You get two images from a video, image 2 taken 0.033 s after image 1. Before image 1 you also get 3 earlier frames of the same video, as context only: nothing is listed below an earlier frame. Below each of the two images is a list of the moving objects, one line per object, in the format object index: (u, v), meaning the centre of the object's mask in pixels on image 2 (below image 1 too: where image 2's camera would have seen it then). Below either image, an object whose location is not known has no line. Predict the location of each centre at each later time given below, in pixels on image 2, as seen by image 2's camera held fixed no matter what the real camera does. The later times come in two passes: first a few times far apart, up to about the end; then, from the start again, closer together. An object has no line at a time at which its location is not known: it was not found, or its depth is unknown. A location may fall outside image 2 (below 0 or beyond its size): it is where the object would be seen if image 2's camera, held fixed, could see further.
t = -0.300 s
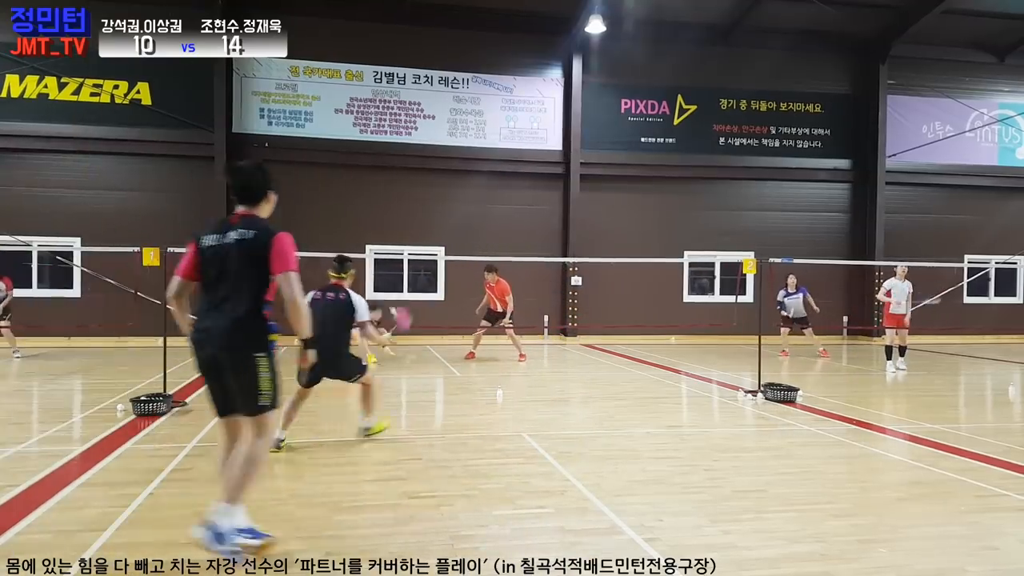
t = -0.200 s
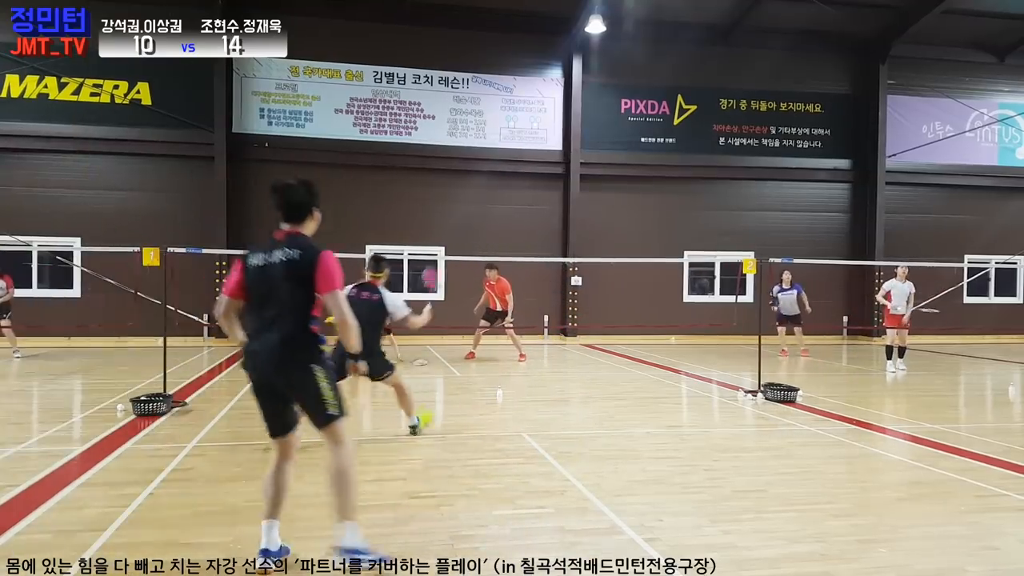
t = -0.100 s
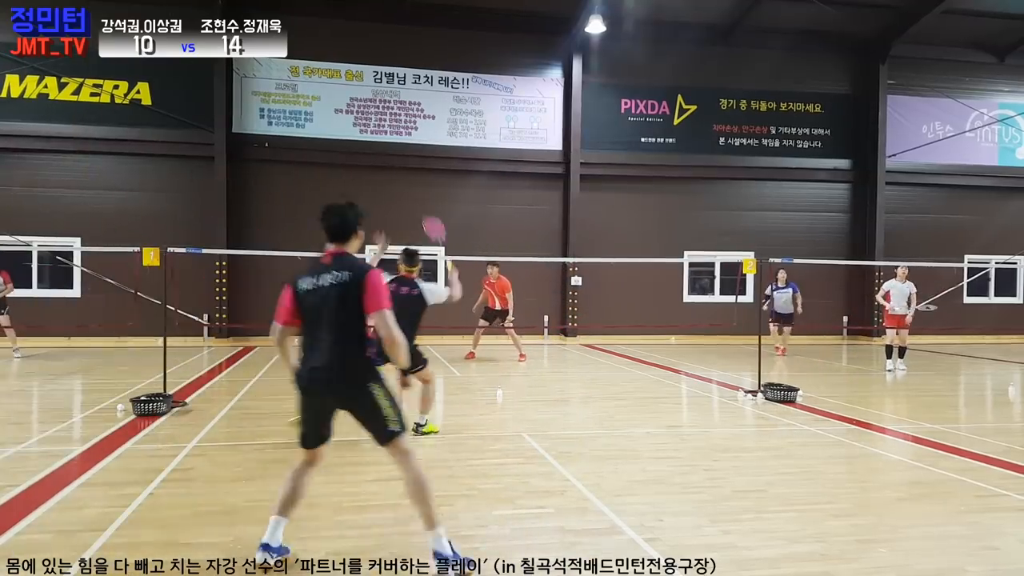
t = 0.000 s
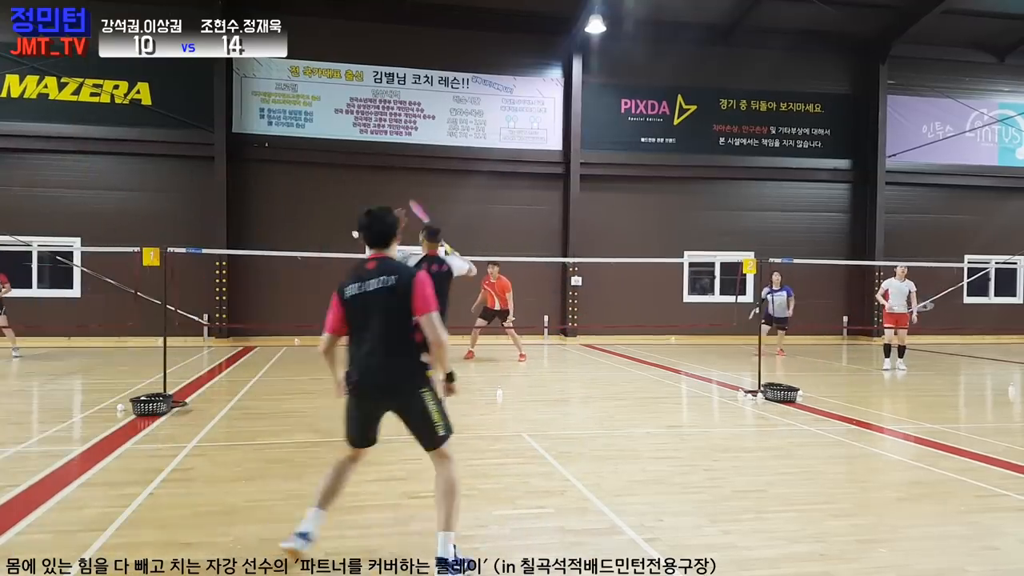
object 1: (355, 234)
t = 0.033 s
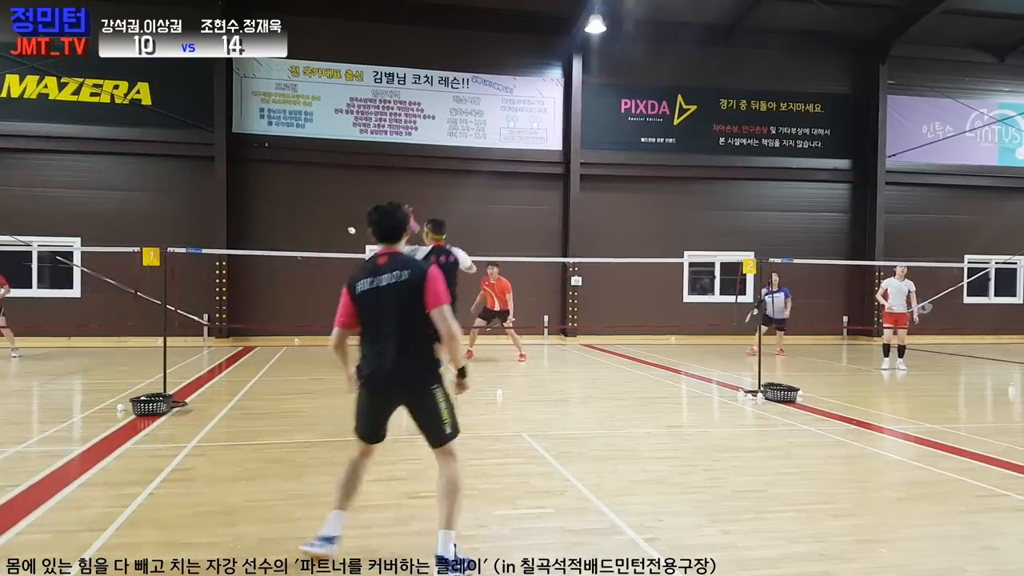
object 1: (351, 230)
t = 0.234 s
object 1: (326, 228)
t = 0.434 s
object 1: (298, 267)
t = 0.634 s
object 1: (268, 351)
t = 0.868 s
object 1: (250, 429)
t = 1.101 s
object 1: (257, 422)
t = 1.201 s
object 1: (260, 442)
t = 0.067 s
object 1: (347, 227)
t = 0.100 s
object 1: (343, 226)
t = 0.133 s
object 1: (339, 225)
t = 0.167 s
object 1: (335, 224)
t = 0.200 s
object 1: (330, 226)
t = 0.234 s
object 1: (326, 228)
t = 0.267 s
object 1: (321, 231)
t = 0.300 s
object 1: (317, 236)
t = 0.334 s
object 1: (312, 242)
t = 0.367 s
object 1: (308, 248)
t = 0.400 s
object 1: (302, 259)
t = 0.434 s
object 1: (298, 267)
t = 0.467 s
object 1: (293, 278)
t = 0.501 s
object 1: (288, 290)
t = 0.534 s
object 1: (284, 303)
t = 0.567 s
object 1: (278, 318)
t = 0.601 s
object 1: (273, 333)
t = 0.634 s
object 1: (268, 351)
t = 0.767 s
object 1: (252, 419)
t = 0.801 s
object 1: (250, 435)
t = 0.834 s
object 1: (252, 431)
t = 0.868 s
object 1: (250, 429)
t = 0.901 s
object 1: (248, 425)
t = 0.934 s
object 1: (248, 421)
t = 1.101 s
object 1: (257, 422)
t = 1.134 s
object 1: (259, 428)
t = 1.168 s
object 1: (260, 436)
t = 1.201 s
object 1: (260, 442)
